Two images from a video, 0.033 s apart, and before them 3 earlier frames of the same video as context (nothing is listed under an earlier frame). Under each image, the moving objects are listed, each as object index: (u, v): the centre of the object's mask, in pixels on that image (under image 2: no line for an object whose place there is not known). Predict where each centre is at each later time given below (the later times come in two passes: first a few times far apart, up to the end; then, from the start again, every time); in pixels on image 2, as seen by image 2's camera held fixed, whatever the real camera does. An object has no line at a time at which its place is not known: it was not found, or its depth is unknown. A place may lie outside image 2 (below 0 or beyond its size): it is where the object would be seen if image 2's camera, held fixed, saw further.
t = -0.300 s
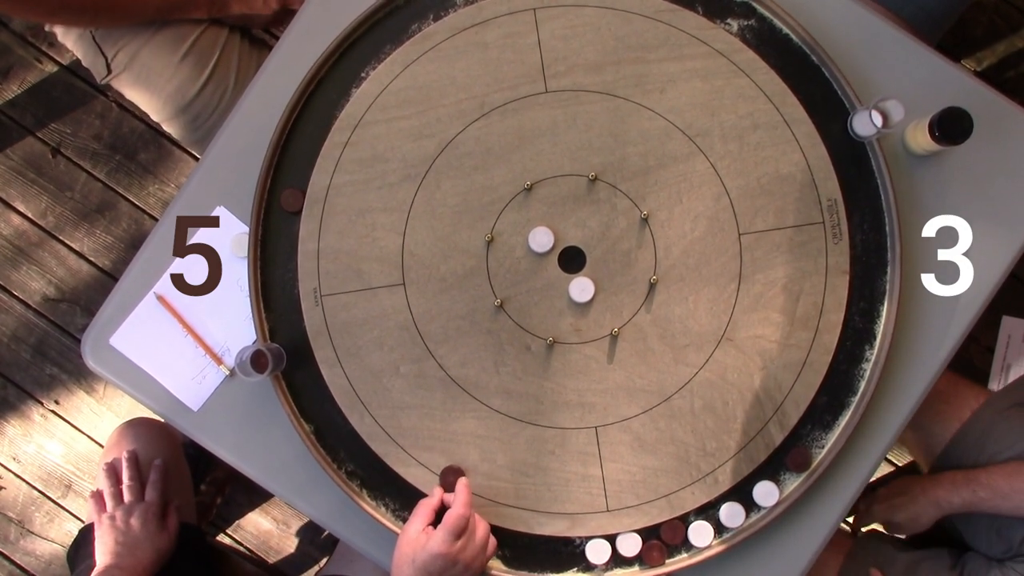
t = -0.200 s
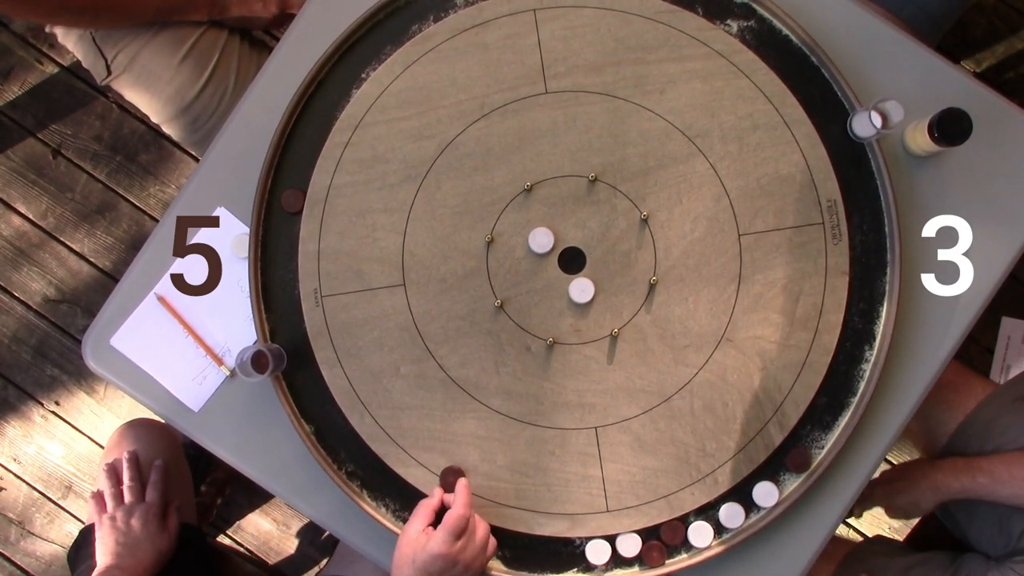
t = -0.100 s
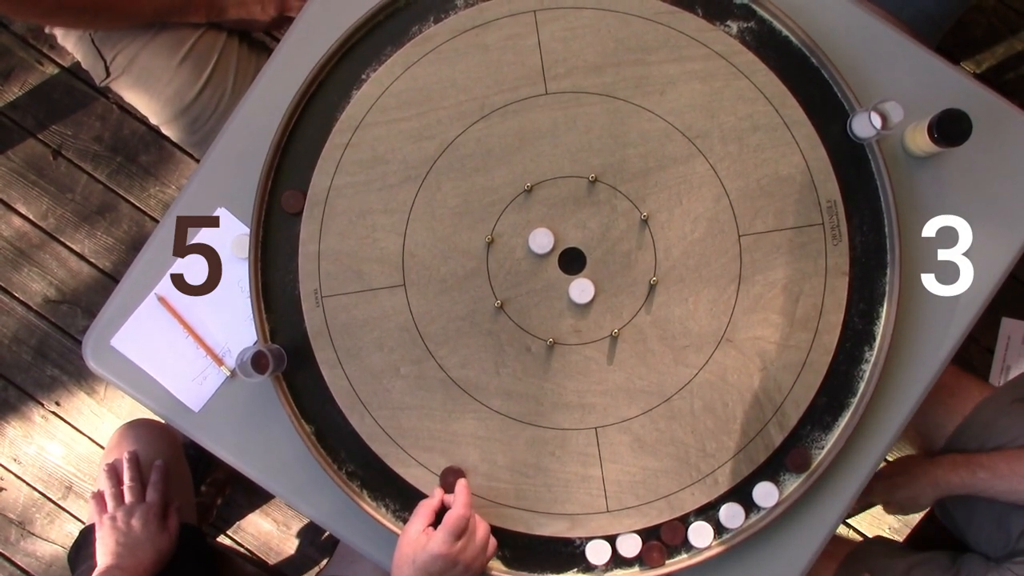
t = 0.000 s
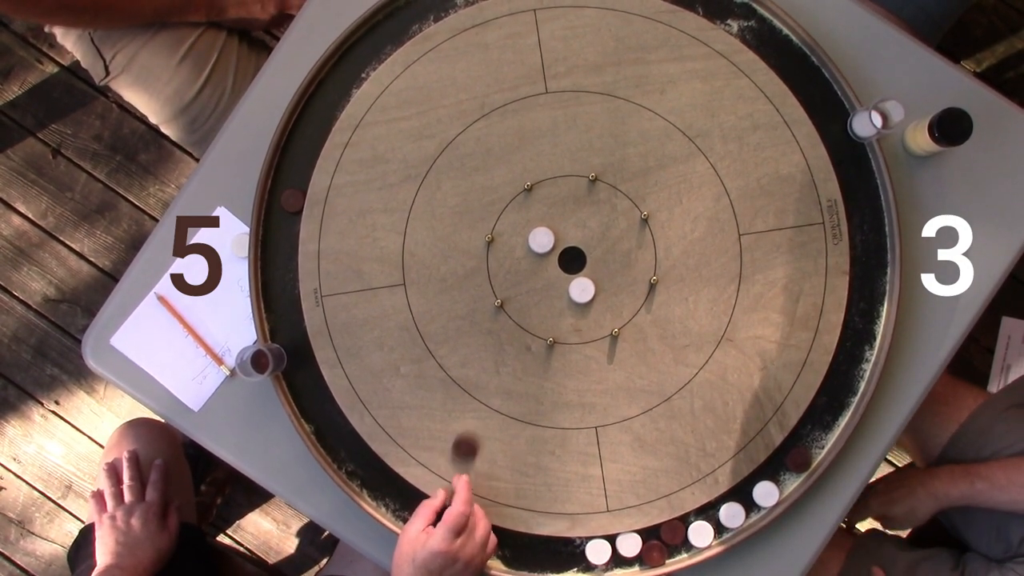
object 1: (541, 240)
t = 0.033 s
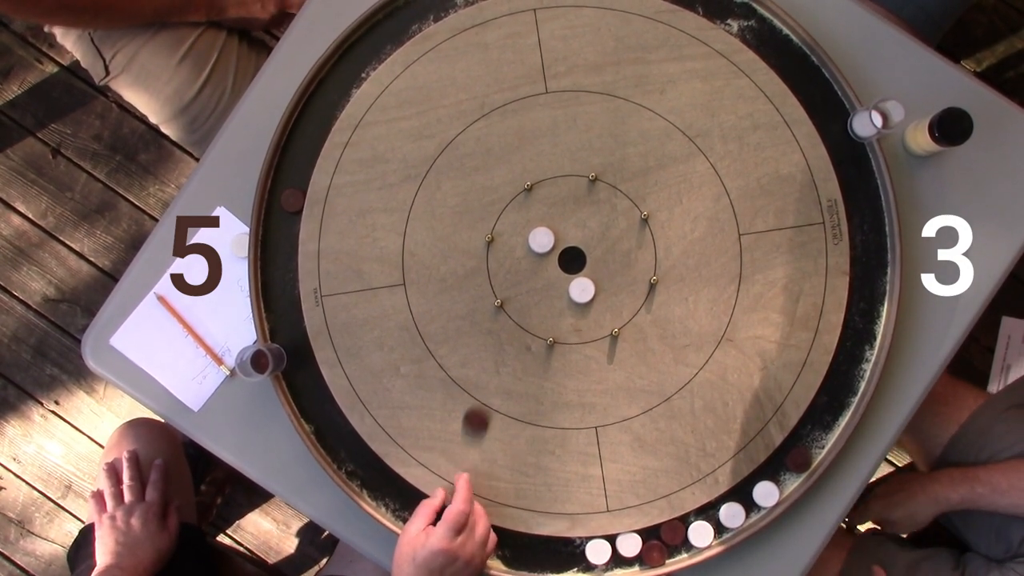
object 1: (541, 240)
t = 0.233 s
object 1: (541, 240)
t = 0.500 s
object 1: (559, 110)
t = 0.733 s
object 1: (569, 42)
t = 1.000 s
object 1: (577, 10)
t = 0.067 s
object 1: (541, 240)
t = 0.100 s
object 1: (541, 240)
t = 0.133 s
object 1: (541, 240)
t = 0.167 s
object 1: (541, 240)
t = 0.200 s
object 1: (541, 240)
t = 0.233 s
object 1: (541, 240)
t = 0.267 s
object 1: (543, 224)
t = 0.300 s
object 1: (546, 205)
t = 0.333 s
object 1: (548, 187)
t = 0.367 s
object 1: (550, 169)
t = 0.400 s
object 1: (553, 153)
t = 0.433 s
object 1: (555, 138)
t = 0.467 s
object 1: (557, 123)
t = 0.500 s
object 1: (559, 110)
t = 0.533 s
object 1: (560, 97)
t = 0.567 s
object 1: (562, 86)
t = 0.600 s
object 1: (564, 76)
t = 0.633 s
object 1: (565, 66)
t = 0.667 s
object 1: (567, 57)
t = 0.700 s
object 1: (568, 49)
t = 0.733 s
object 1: (569, 42)
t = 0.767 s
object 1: (571, 36)
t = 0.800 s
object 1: (572, 30)
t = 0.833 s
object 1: (573, 25)
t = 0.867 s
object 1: (574, 20)
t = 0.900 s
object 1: (575, 16)
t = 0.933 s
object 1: (576, 13)
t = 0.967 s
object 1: (576, 11)
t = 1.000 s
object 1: (577, 10)
